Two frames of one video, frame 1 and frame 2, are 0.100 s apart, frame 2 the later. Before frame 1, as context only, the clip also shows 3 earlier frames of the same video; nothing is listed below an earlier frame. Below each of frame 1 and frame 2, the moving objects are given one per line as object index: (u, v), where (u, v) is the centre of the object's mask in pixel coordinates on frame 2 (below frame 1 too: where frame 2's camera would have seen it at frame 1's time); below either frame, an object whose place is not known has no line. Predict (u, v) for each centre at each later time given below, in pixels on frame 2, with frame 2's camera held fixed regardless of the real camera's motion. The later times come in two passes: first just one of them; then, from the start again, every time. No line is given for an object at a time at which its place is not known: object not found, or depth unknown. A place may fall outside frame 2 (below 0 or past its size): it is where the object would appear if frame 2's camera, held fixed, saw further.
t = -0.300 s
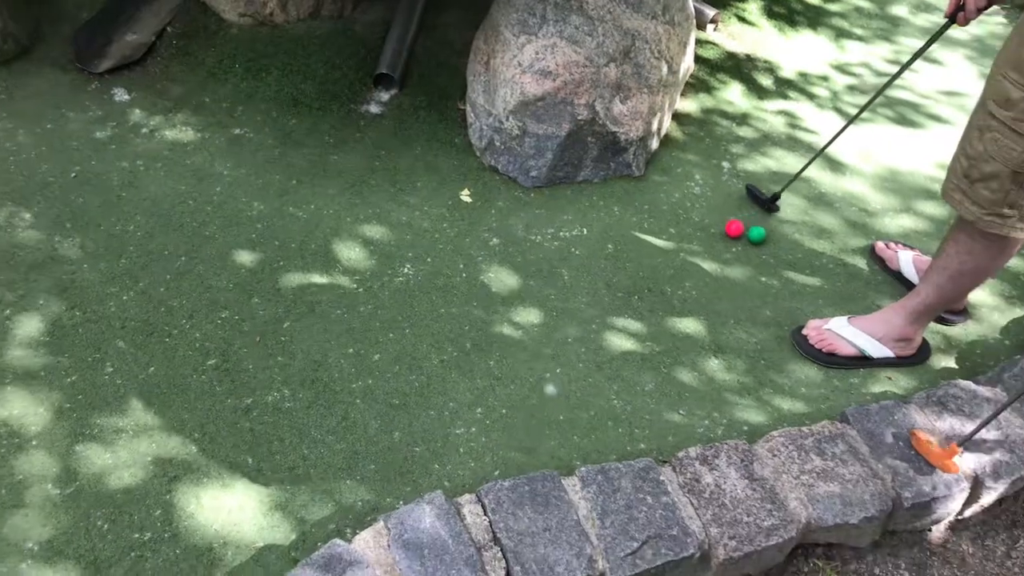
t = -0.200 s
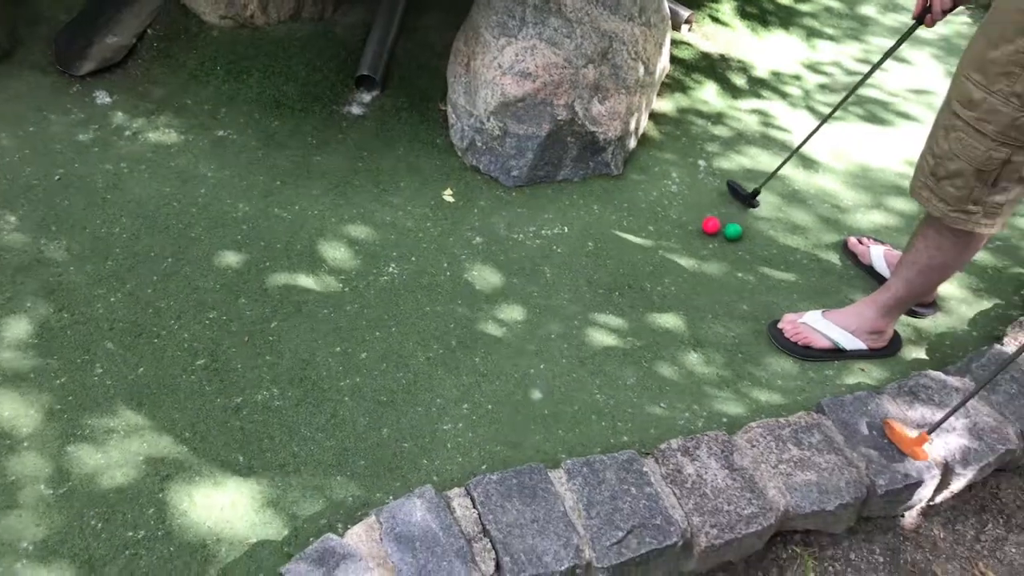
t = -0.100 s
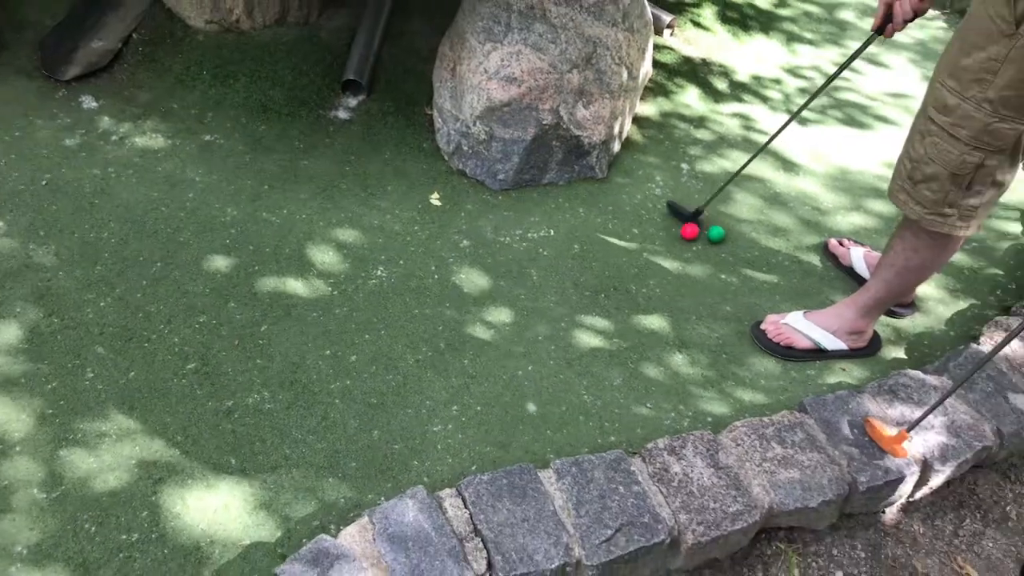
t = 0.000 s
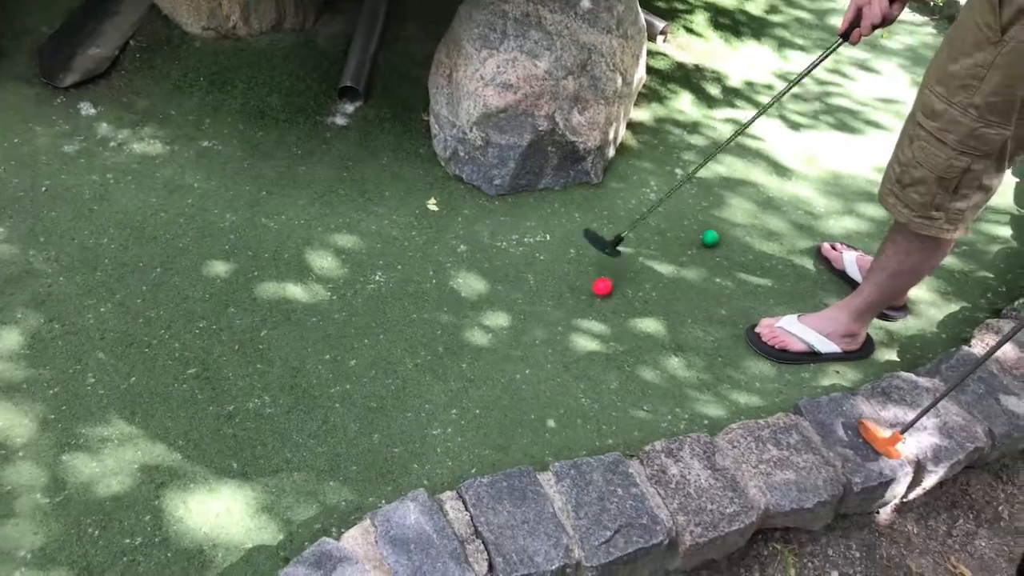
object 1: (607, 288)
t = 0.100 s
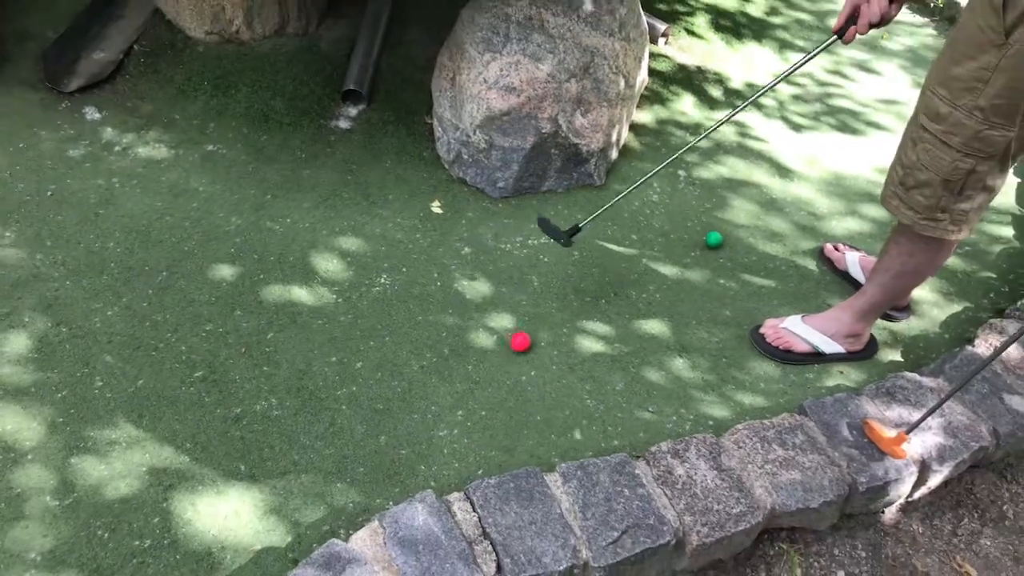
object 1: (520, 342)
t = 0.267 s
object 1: (367, 437)
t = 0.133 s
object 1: (491, 360)
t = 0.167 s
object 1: (461, 378)
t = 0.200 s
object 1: (431, 397)
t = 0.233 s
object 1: (400, 416)
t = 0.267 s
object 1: (367, 437)
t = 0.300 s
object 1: (333, 458)
